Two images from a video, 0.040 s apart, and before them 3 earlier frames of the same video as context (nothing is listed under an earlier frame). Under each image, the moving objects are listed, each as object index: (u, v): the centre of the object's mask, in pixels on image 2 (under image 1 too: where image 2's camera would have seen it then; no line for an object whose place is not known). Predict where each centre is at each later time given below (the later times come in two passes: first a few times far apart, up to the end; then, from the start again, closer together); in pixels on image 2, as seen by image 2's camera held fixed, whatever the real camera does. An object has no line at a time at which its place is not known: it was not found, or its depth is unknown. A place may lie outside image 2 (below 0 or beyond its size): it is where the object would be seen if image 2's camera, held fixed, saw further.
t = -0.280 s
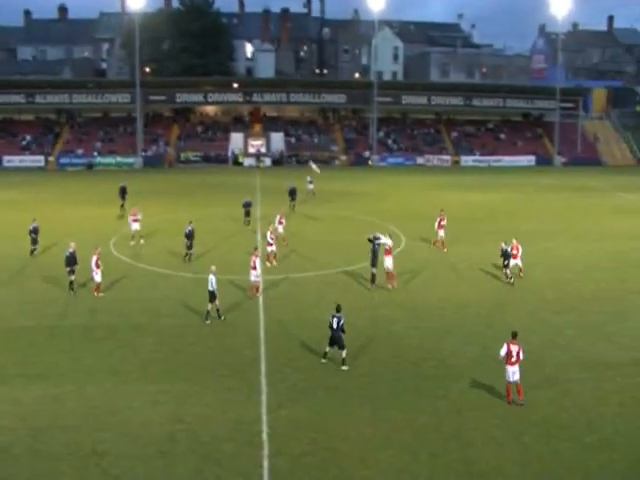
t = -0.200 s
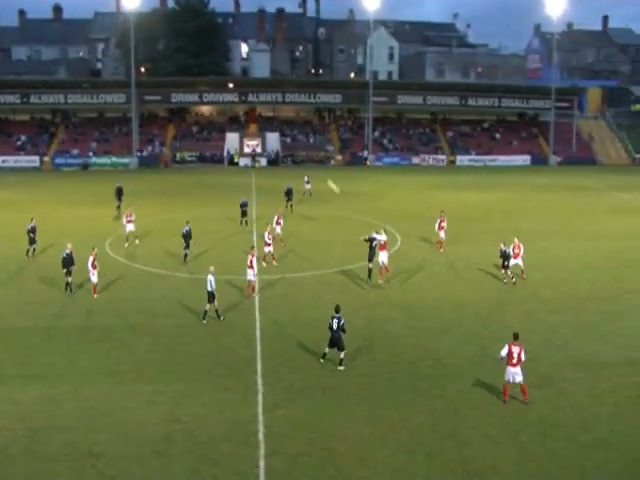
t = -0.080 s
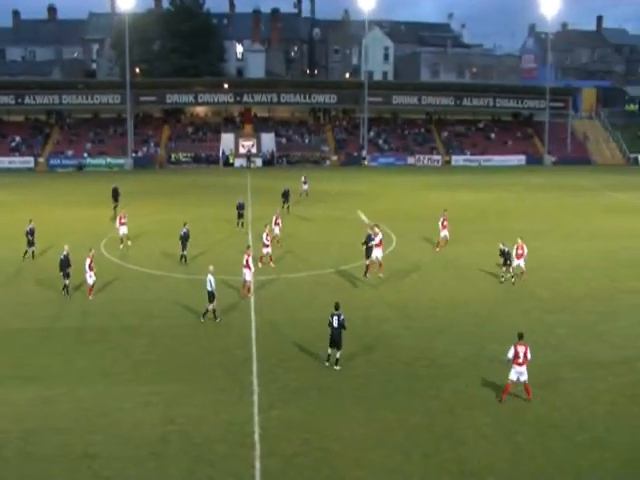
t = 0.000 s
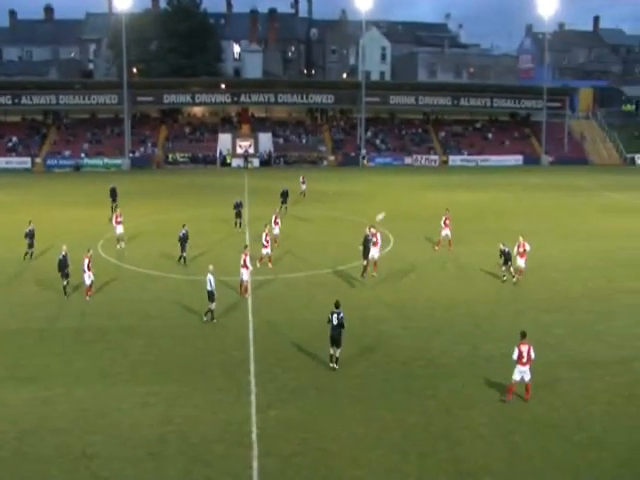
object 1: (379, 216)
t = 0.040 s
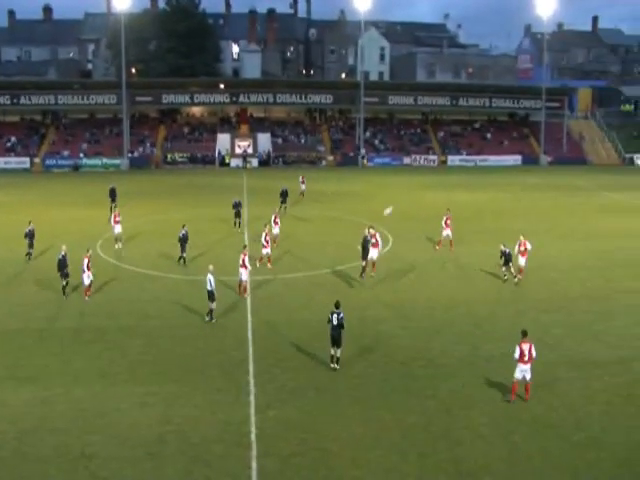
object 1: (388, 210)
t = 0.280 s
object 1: (438, 188)
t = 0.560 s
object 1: (491, 184)
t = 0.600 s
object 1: (498, 185)
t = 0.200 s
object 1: (421, 193)
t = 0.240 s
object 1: (430, 190)
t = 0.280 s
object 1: (438, 188)
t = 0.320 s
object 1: (446, 186)
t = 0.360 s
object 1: (453, 184)
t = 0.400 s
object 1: (461, 183)
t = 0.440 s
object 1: (469, 183)
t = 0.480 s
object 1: (476, 183)
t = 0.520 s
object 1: (484, 183)
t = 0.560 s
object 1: (491, 184)
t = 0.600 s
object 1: (498, 185)
